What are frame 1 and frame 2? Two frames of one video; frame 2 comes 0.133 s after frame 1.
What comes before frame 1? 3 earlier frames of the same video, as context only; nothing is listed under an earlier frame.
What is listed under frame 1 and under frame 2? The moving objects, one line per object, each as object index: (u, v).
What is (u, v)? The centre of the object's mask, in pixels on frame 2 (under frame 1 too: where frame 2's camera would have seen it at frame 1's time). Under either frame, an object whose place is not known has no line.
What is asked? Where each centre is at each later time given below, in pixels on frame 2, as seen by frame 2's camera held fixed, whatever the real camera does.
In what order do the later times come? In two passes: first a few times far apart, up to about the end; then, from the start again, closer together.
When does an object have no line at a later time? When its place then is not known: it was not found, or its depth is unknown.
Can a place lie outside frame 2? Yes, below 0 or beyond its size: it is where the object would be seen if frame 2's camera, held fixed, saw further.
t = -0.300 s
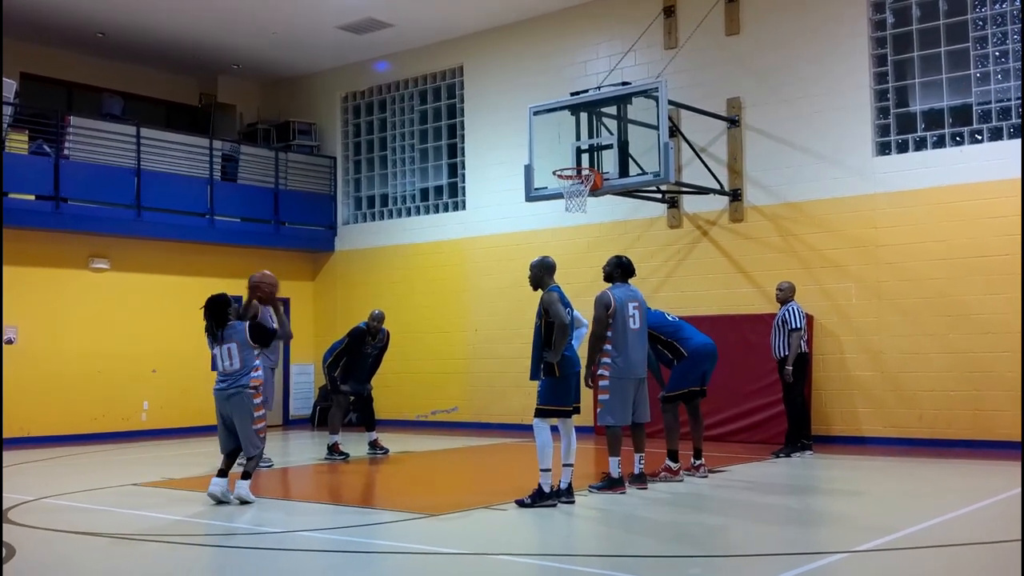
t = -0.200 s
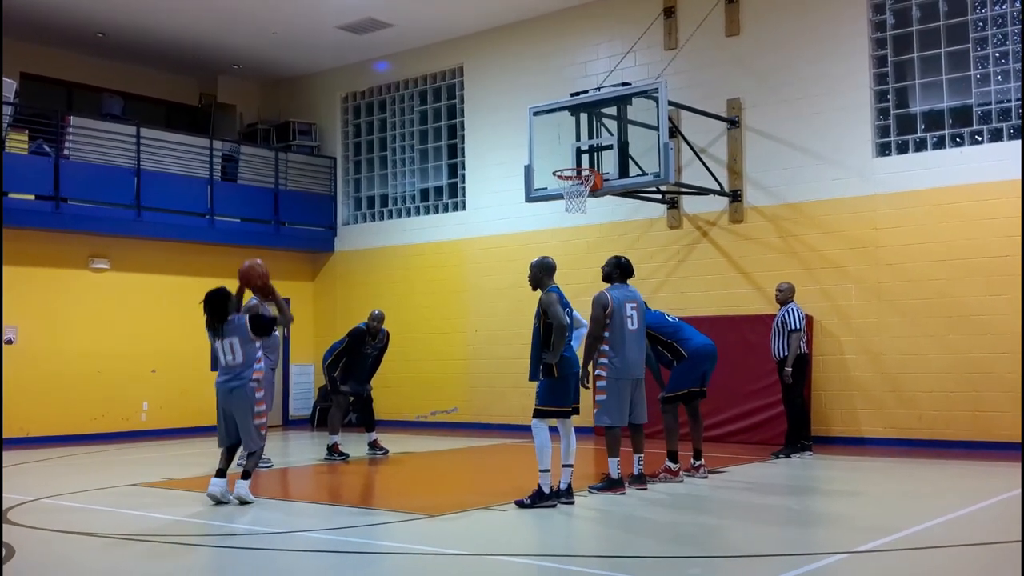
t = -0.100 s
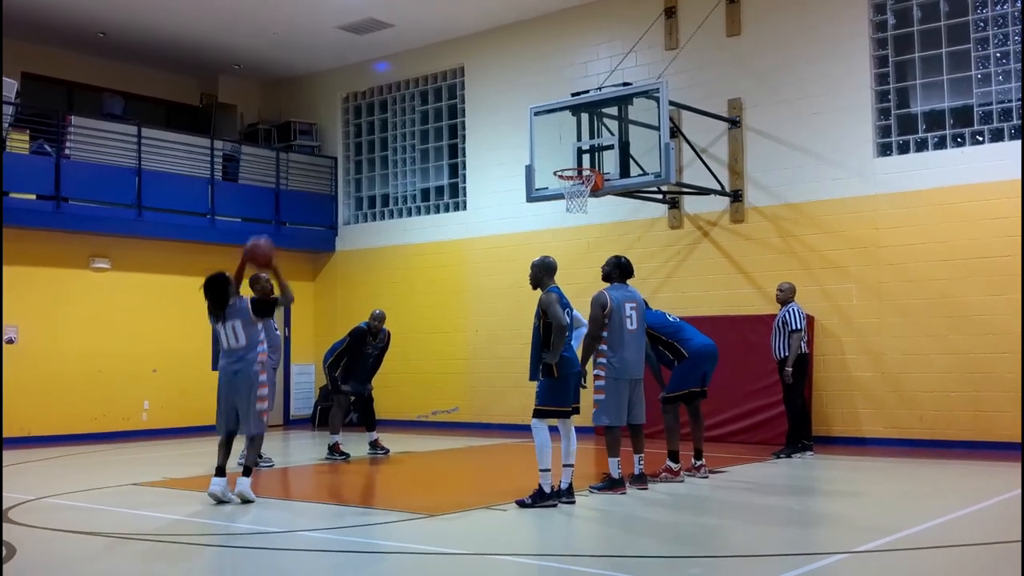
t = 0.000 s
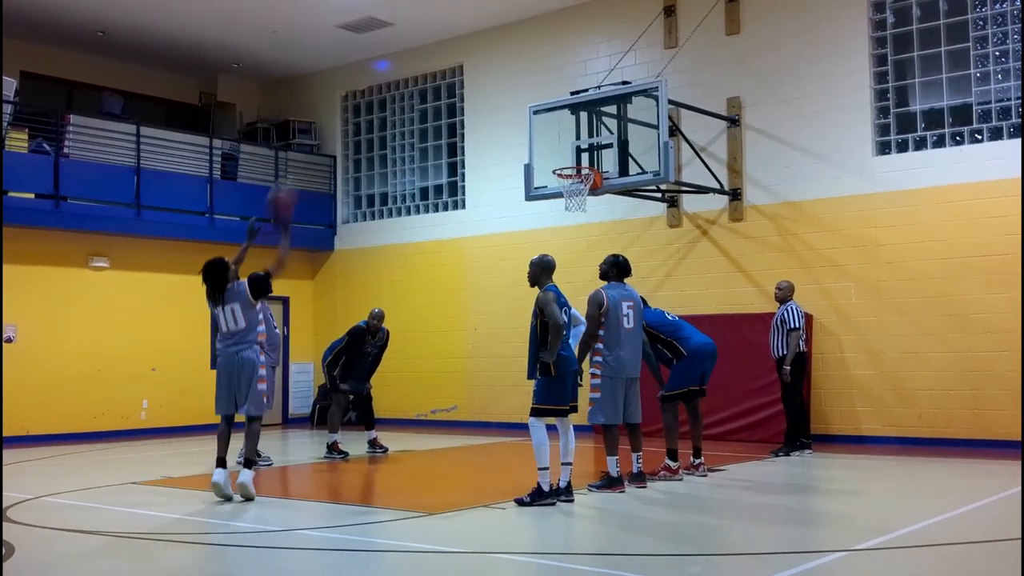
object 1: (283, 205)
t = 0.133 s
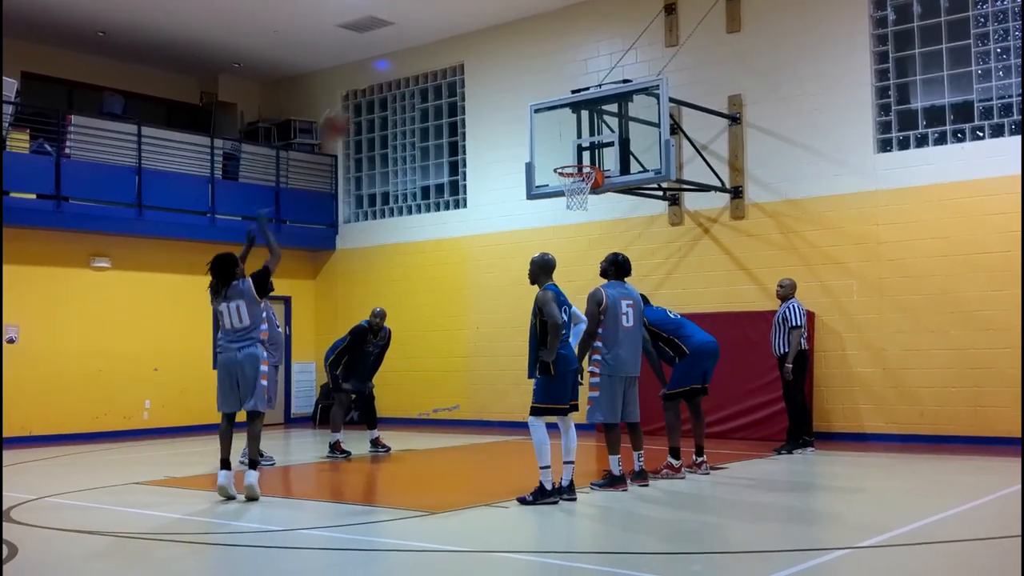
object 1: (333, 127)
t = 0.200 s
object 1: (357, 98)
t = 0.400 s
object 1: (424, 45)
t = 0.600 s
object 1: (482, 43)
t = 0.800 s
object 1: (534, 76)
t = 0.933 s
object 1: (564, 118)
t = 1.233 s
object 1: (528, 158)
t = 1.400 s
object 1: (476, 178)
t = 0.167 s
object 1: (347, 110)
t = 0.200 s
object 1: (357, 98)
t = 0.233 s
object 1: (369, 85)
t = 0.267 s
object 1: (382, 73)
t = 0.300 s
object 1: (392, 64)
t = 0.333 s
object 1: (403, 56)
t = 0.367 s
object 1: (414, 50)
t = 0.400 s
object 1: (424, 45)
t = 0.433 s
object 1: (435, 42)
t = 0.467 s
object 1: (444, 40)
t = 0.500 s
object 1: (454, 38)
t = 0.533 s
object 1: (464, 39)
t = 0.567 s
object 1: (473, 40)
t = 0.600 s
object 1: (482, 43)
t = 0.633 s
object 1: (491, 45)
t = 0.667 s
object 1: (500, 49)
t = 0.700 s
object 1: (508, 55)
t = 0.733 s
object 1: (516, 61)
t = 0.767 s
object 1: (526, 69)
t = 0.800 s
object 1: (534, 76)
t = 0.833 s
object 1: (542, 85)
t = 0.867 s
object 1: (549, 94)
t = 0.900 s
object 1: (558, 107)
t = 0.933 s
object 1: (564, 118)
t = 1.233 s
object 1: (528, 158)
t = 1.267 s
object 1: (517, 160)
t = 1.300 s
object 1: (506, 163)
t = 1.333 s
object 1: (496, 167)
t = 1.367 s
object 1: (486, 172)
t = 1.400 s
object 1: (476, 178)
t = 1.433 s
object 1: (464, 184)
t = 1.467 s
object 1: (455, 192)
